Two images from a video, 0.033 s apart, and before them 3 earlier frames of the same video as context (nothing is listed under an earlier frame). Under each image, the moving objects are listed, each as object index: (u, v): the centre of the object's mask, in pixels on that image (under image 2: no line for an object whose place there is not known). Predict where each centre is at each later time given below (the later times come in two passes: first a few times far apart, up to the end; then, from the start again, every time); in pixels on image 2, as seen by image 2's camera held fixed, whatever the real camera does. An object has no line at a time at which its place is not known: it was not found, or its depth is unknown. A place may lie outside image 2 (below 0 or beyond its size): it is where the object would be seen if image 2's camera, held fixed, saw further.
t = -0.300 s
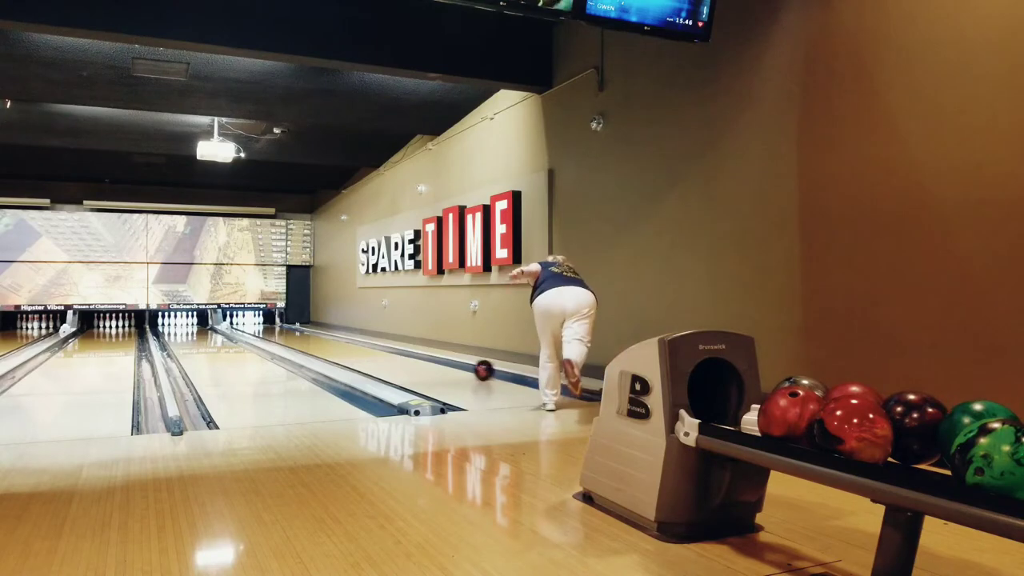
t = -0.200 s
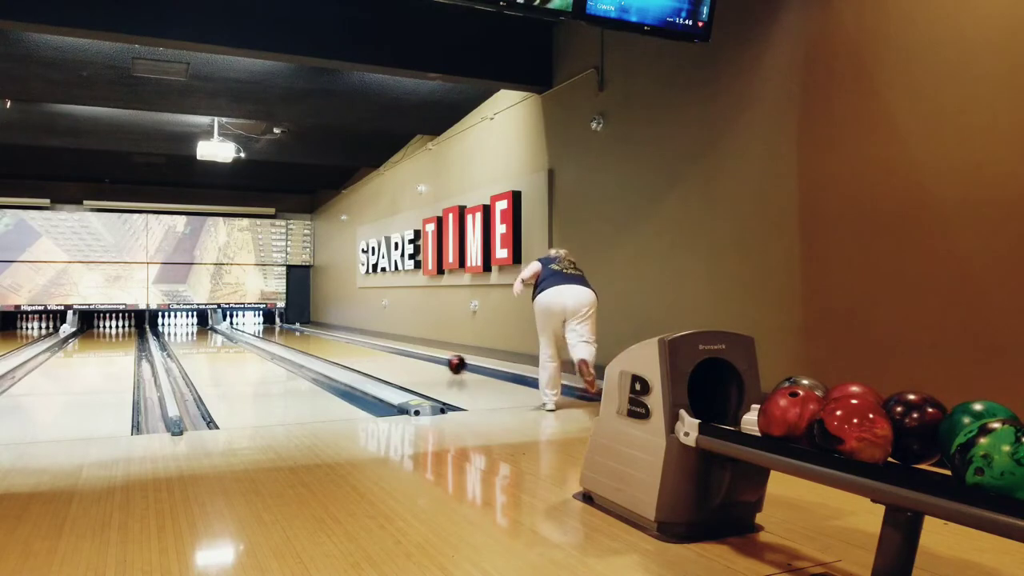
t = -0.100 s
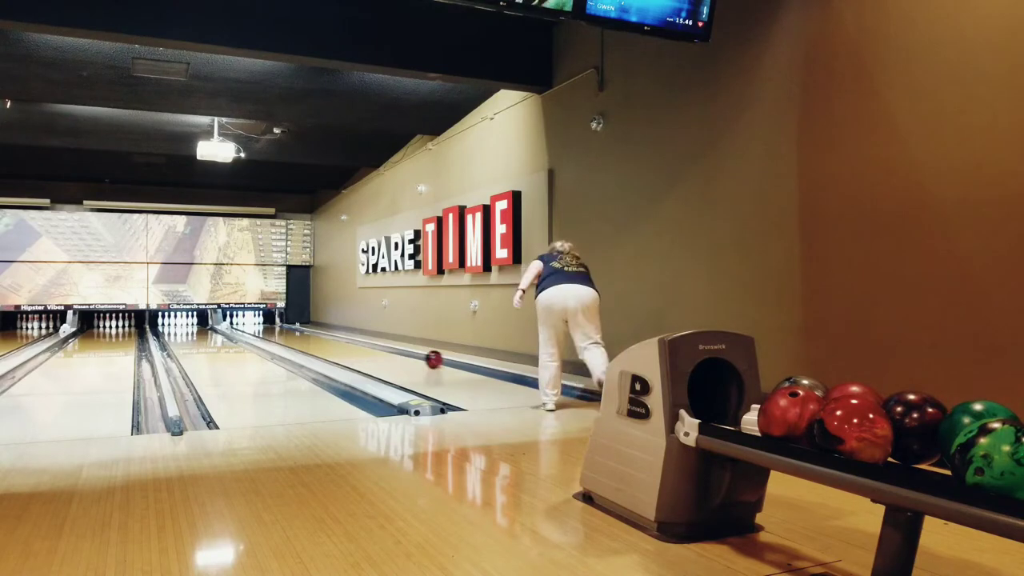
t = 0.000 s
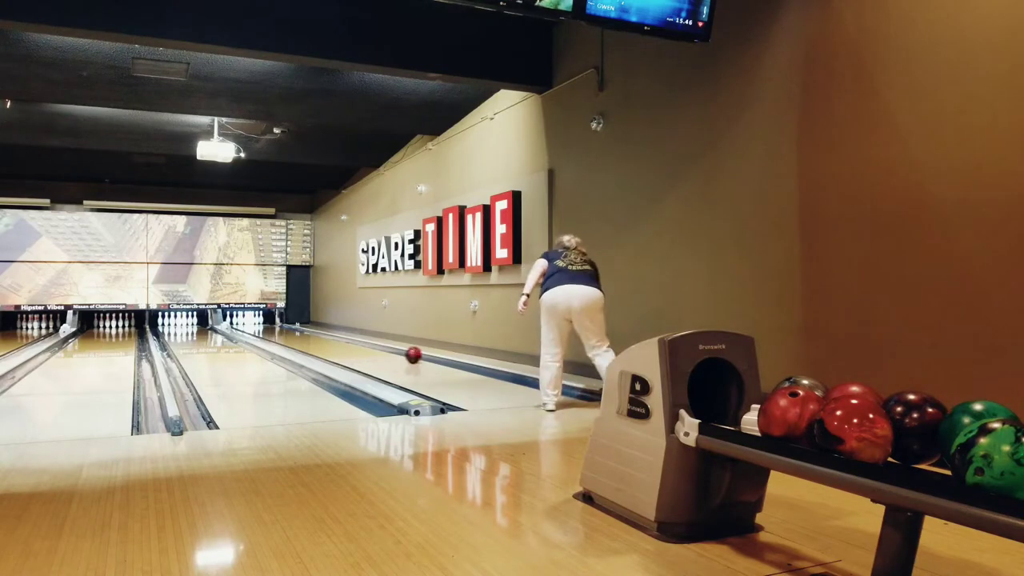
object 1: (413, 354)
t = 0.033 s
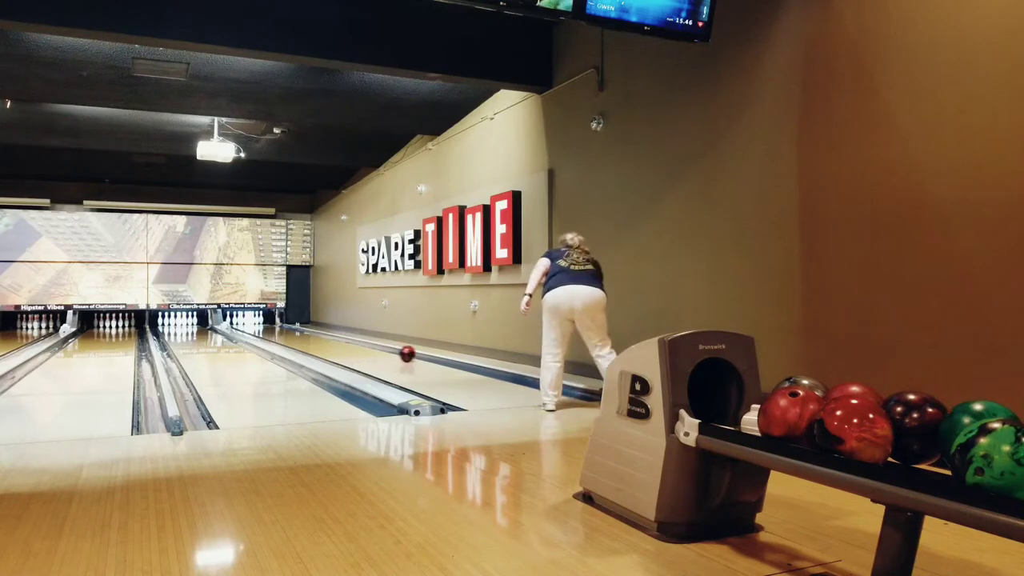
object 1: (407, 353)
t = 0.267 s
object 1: (370, 346)
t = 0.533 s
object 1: (337, 340)
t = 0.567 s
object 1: (334, 339)
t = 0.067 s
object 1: (401, 352)
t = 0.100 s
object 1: (396, 351)
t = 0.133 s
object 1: (390, 350)
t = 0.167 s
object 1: (385, 349)
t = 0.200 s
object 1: (380, 348)
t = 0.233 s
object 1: (375, 347)
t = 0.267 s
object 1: (370, 346)
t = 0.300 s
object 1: (365, 345)
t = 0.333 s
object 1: (361, 345)
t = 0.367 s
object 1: (357, 344)
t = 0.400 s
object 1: (353, 343)
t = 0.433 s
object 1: (349, 342)
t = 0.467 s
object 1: (345, 341)
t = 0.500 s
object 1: (341, 341)
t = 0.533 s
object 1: (337, 340)
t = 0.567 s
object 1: (334, 339)
